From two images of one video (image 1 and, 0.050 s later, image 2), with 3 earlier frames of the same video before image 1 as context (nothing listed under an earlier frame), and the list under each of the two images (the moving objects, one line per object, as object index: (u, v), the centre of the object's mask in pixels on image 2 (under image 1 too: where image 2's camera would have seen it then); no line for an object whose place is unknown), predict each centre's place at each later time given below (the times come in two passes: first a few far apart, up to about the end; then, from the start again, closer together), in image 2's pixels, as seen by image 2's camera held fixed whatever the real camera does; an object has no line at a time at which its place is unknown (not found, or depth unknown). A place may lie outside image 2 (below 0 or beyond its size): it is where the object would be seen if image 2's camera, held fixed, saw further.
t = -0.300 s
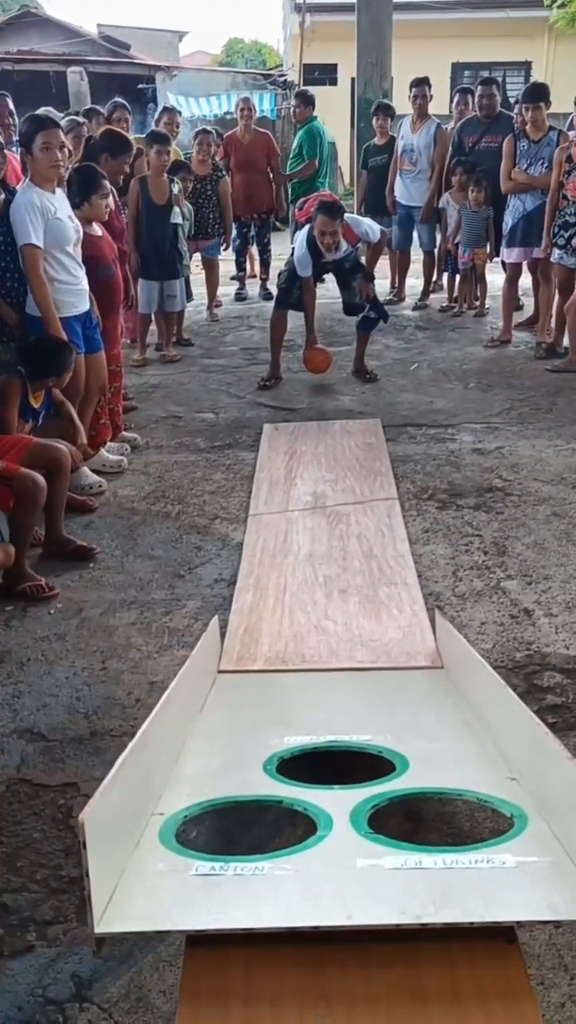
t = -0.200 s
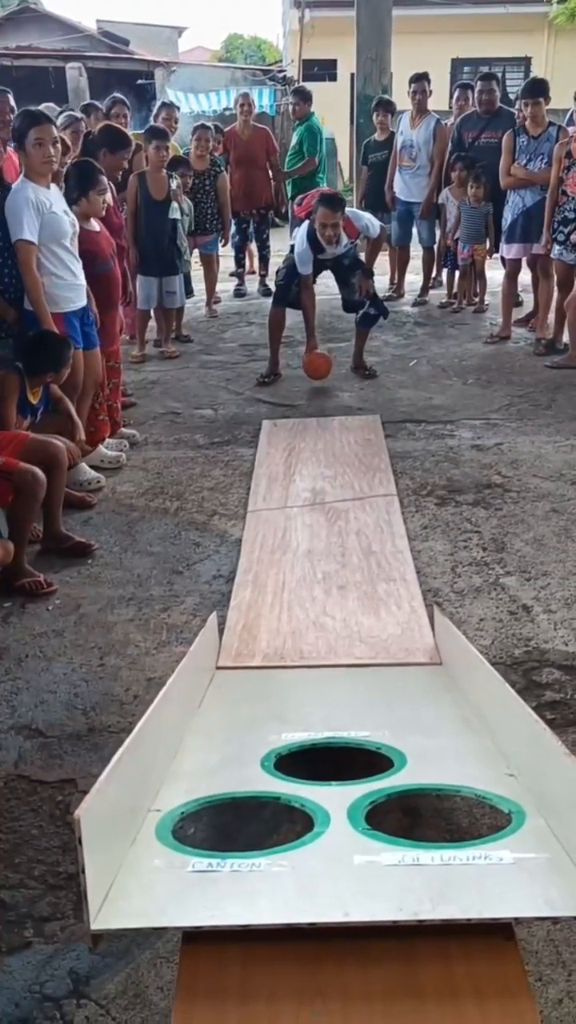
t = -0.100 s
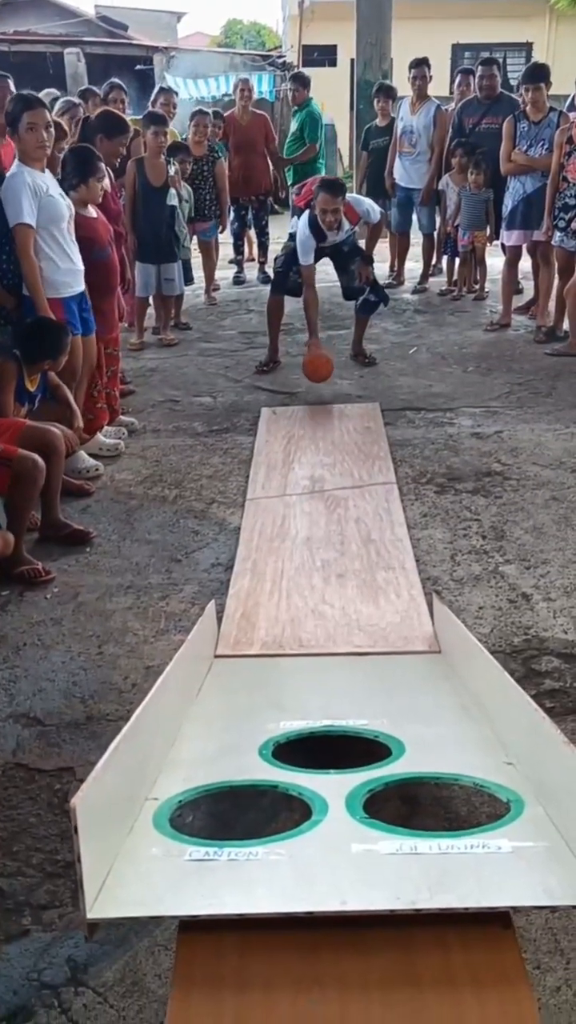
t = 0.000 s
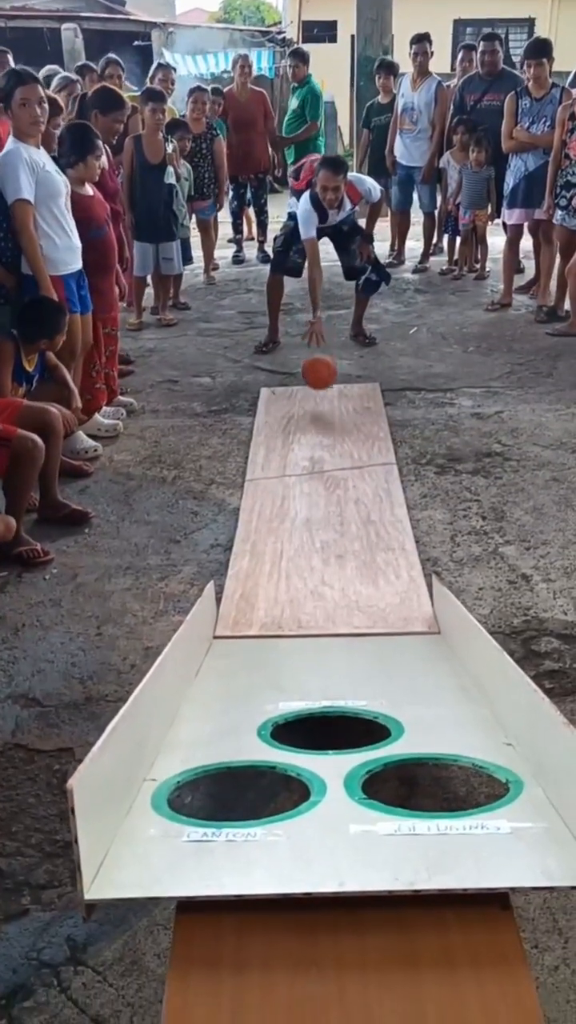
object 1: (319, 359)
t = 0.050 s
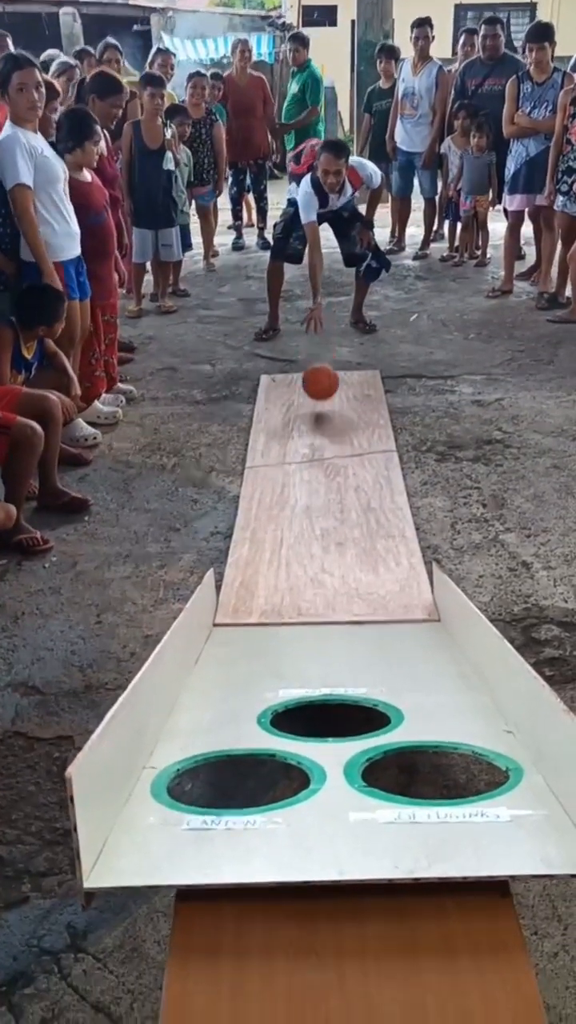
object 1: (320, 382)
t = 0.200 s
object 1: (324, 412)
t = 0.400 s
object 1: (332, 483)
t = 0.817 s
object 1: (367, 618)
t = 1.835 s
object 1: (360, 645)
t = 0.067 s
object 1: (320, 391)
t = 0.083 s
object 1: (321, 401)
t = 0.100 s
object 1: (321, 404)
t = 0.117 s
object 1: (322, 404)
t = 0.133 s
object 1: (322, 405)
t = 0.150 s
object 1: (323, 406)
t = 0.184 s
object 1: (324, 409)
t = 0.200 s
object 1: (324, 412)
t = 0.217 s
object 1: (324, 416)
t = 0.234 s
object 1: (325, 421)
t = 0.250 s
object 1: (325, 427)
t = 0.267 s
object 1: (326, 434)
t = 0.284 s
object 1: (326, 441)
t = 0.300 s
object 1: (327, 448)
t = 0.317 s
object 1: (328, 456)
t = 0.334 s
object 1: (328, 465)
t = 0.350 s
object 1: (329, 470)
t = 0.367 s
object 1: (330, 473)
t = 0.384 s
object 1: (331, 478)
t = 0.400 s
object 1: (332, 483)
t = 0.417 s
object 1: (333, 490)
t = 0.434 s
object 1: (333, 498)
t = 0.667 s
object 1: (349, 583)
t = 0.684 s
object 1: (351, 590)
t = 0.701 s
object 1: (353, 598)
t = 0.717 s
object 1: (355, 600)
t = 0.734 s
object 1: (357, 602)
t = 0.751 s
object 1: (359, 605)
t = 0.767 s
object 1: (361, 609)
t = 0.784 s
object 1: (363, 611)
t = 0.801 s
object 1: (365, 615)
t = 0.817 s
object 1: (367, 618)
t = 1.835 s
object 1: (360, 645)
